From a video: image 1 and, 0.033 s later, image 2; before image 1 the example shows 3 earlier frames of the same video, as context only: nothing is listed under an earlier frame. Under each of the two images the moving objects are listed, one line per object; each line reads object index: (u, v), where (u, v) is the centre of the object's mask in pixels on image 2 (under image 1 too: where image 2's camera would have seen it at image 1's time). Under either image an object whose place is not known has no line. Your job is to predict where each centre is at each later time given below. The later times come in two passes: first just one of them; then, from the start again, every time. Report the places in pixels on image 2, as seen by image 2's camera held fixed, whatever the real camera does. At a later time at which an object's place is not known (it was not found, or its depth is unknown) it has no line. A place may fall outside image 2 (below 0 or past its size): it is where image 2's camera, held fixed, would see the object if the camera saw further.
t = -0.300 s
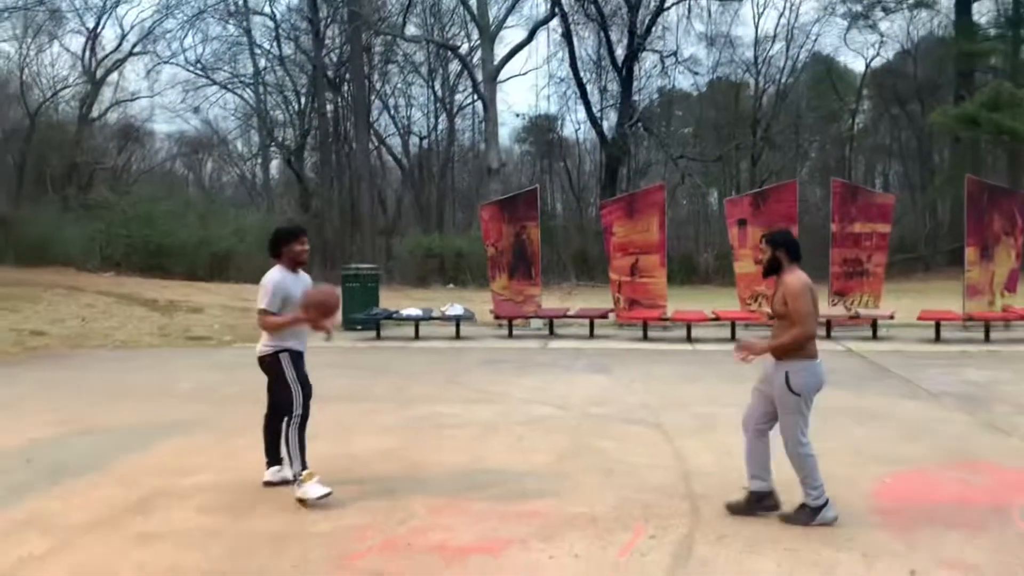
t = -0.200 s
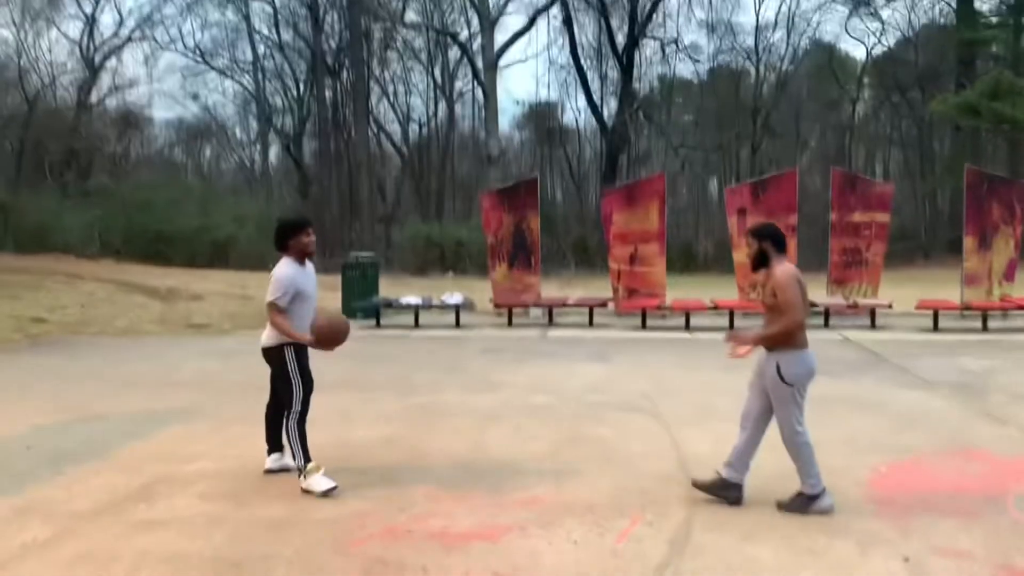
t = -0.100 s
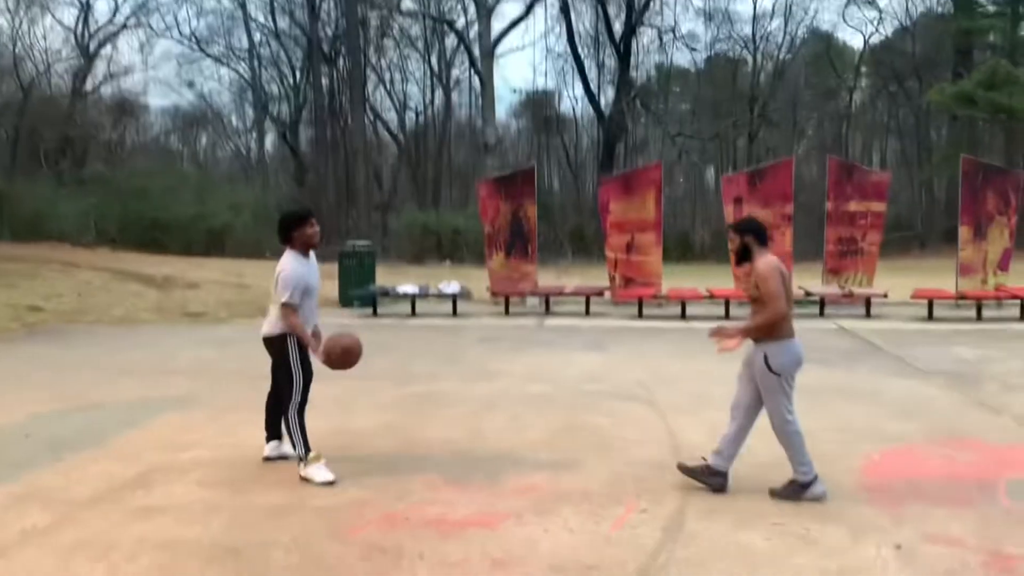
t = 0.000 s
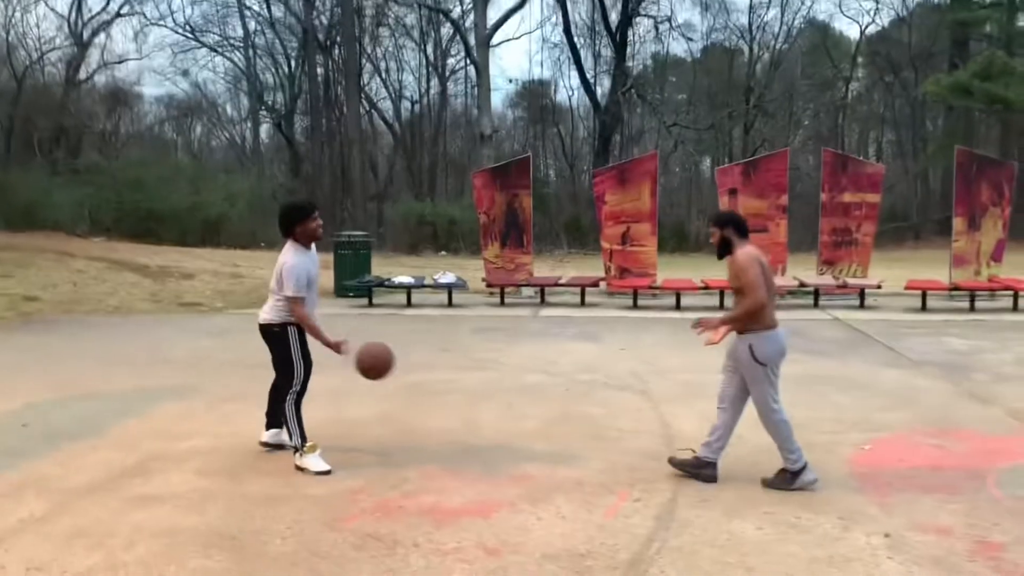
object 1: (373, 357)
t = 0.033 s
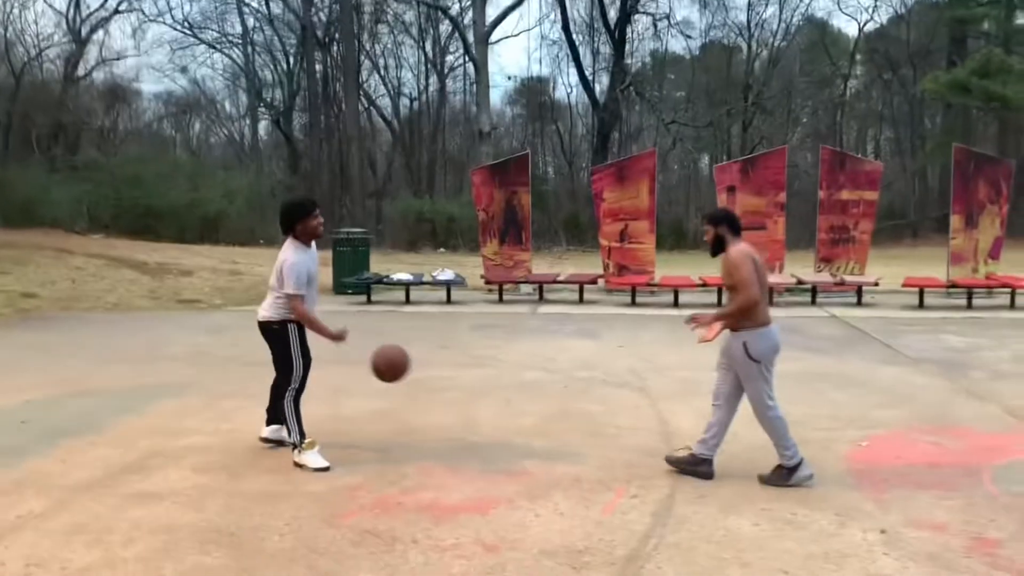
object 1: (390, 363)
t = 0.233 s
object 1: (492, 432)
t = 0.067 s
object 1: (407, 370)
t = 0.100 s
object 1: (424, 379)
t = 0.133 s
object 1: (442, 390)
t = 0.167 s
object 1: (458, 402)
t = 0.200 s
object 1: (475, 416)
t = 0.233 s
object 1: (492, 432)
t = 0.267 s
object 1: (509, 449)
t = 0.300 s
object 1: (525, 445)
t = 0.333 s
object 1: (539, 430)
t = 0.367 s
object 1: (553, 418)
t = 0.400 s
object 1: (568, 407)
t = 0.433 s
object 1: (582, 398)
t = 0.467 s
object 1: (597, 390)
